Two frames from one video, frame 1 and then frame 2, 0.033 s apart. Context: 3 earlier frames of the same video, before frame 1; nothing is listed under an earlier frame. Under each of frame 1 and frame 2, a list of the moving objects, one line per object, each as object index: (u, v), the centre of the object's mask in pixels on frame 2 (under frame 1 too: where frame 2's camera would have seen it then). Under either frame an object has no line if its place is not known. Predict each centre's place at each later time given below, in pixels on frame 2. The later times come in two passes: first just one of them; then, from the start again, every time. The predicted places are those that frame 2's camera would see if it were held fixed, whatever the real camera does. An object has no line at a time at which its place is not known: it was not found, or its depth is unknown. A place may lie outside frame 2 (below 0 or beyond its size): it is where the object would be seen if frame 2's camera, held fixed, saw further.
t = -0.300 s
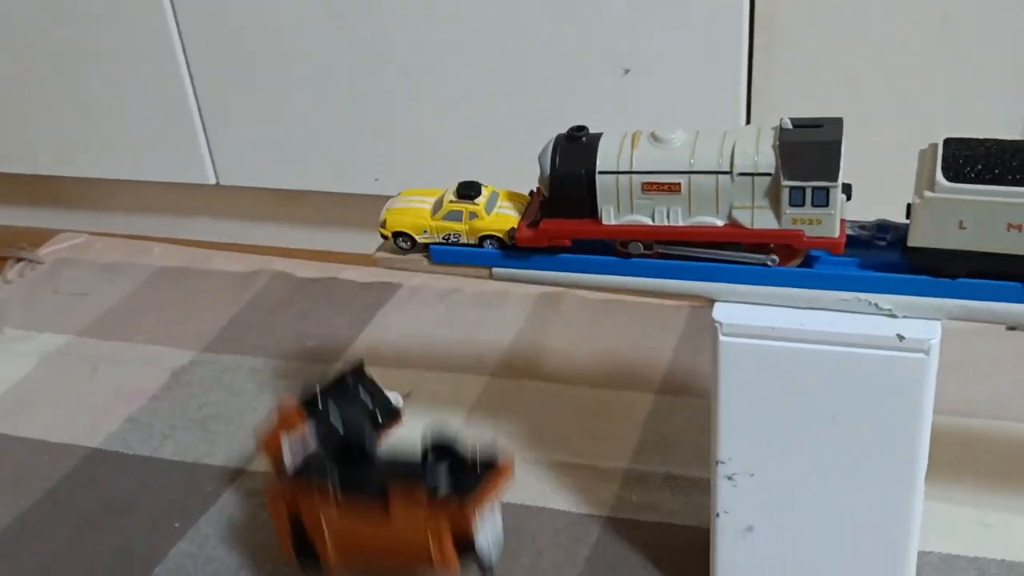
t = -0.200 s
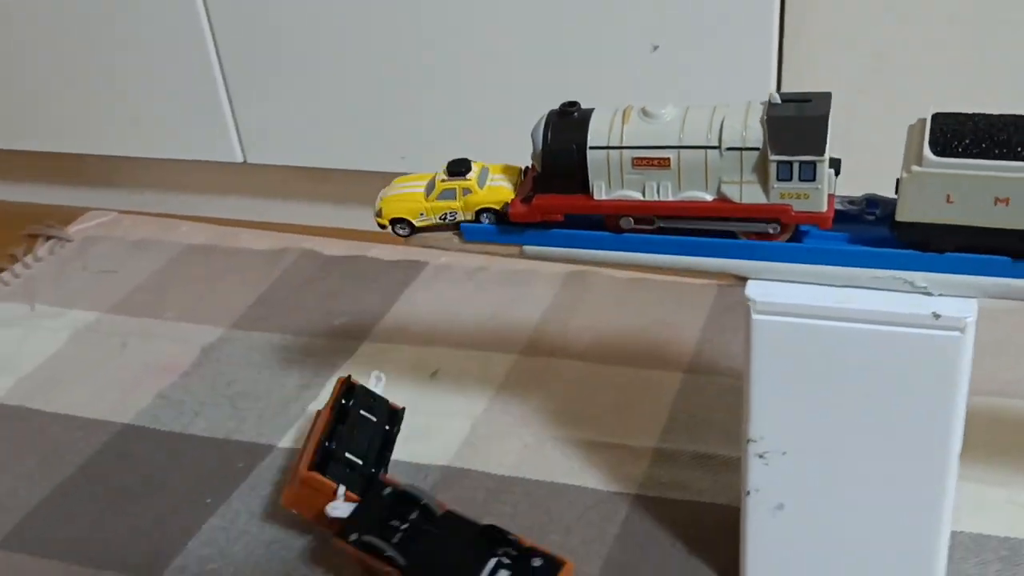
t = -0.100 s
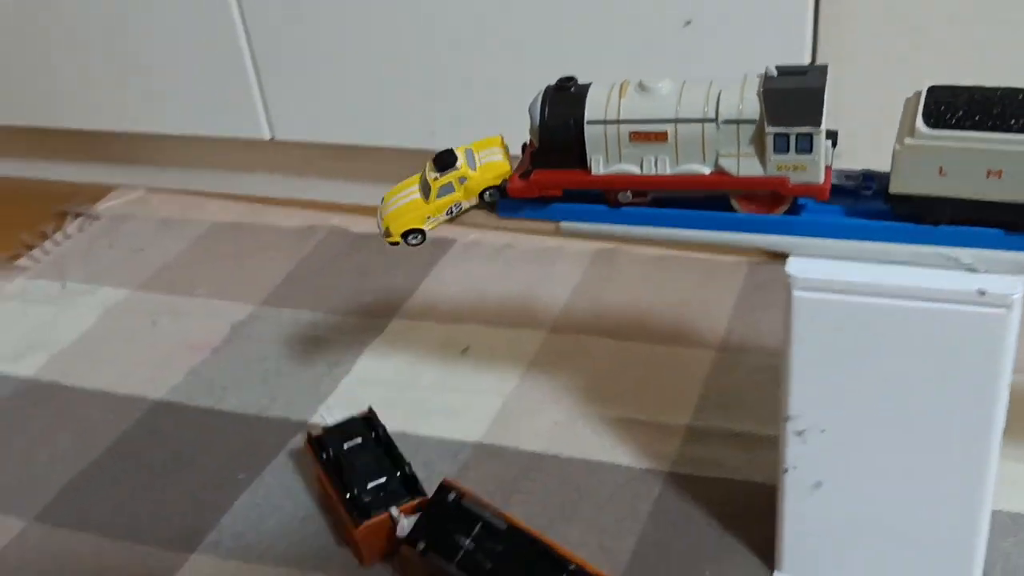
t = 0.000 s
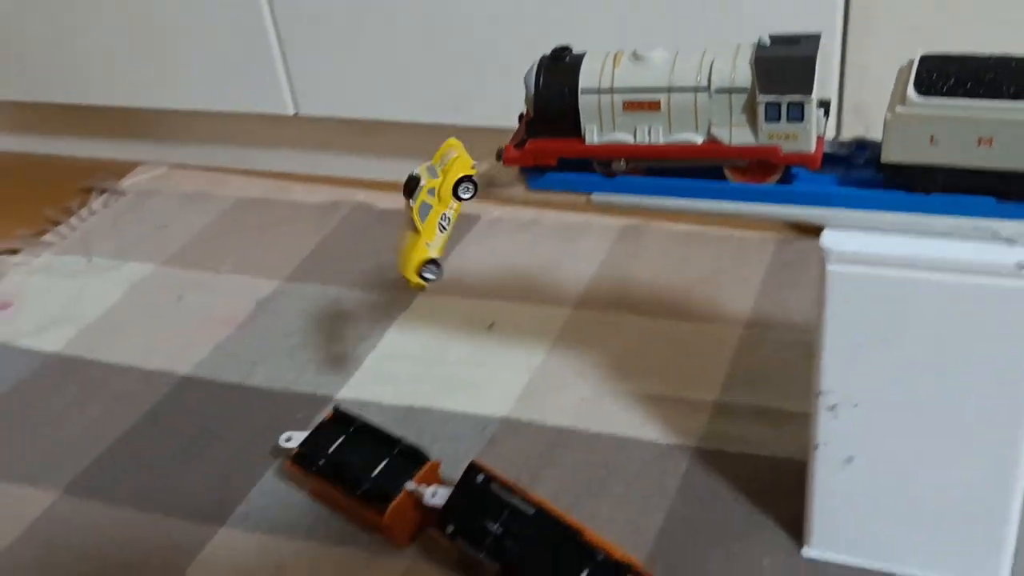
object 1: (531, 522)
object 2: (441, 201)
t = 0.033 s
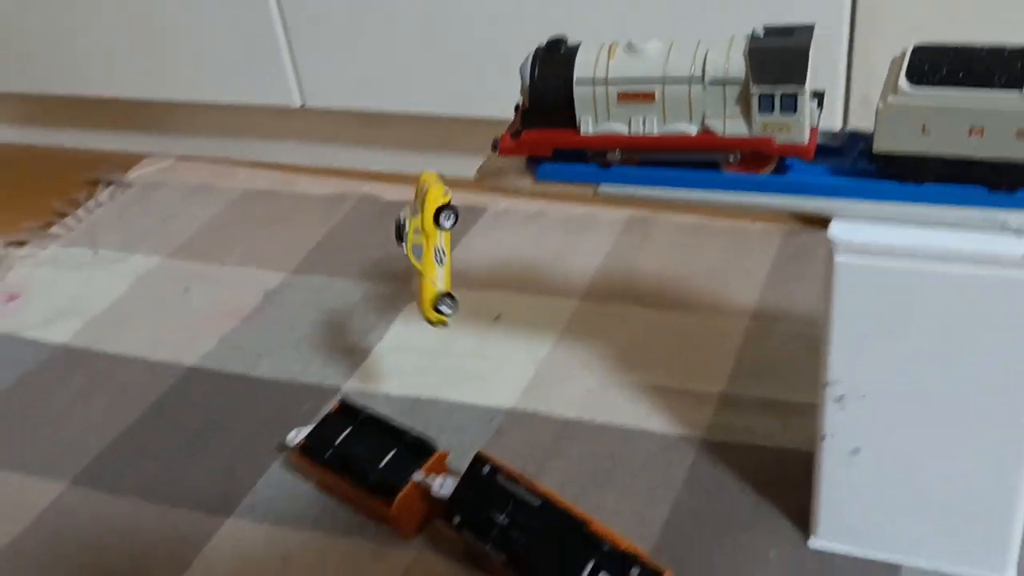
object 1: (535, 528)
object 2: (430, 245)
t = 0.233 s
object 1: (563, 541)
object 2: (412, 369)
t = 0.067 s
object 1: (542, 532)
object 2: (424, 312)
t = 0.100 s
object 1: (549, 535)
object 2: (424, 396)
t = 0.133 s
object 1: (552, 538)
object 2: (419, 390)
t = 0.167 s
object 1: (557, 539)
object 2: (414, 374)
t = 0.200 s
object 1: (560, 540)
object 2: (412, 375)
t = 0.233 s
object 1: (563, 541)
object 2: (412, 369)
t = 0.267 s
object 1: (566, 539)
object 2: (414, 370)
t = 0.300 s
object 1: (567, 538)
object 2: (417, 366)
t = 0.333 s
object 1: (568, 537)
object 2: (418, 351)
